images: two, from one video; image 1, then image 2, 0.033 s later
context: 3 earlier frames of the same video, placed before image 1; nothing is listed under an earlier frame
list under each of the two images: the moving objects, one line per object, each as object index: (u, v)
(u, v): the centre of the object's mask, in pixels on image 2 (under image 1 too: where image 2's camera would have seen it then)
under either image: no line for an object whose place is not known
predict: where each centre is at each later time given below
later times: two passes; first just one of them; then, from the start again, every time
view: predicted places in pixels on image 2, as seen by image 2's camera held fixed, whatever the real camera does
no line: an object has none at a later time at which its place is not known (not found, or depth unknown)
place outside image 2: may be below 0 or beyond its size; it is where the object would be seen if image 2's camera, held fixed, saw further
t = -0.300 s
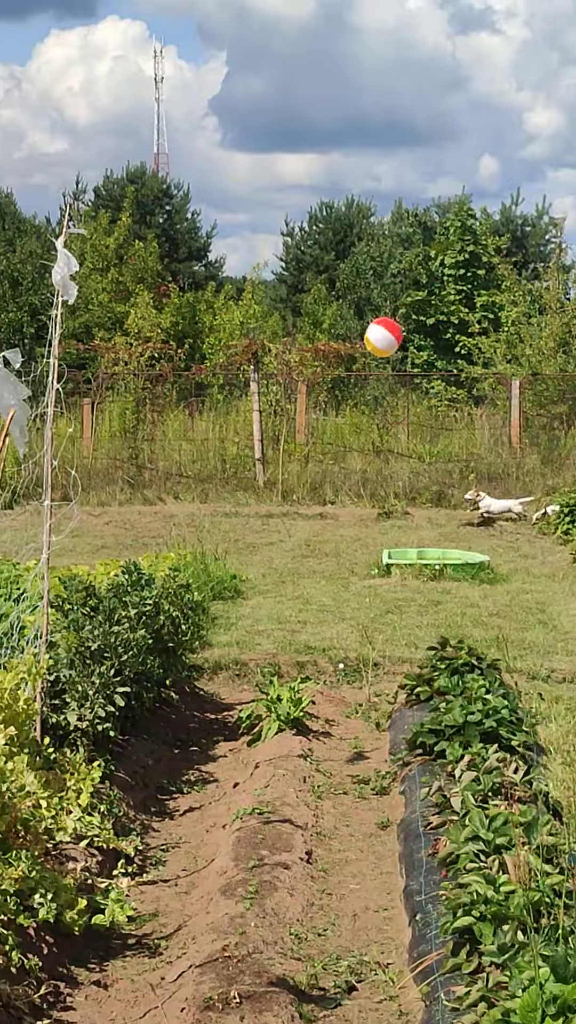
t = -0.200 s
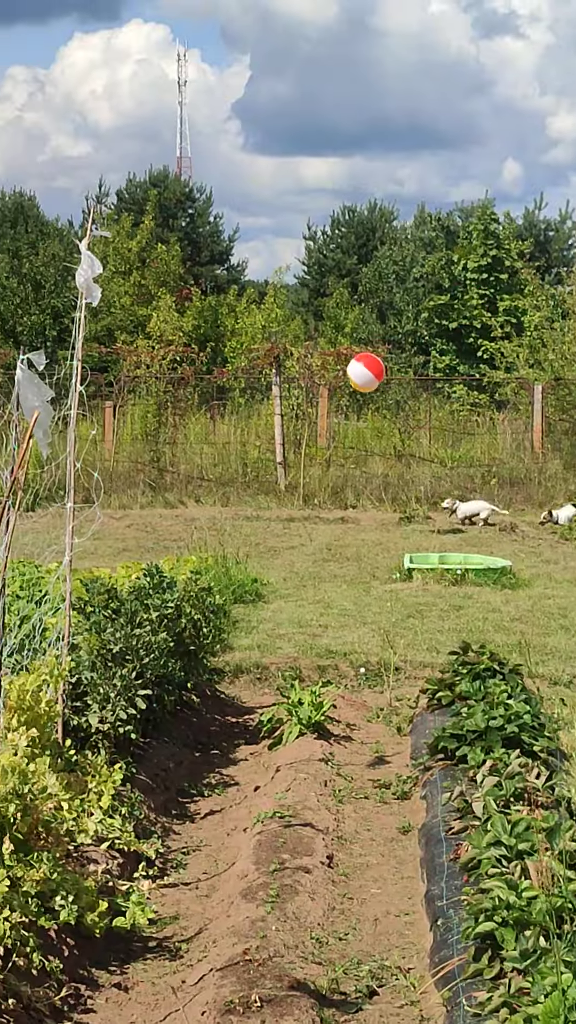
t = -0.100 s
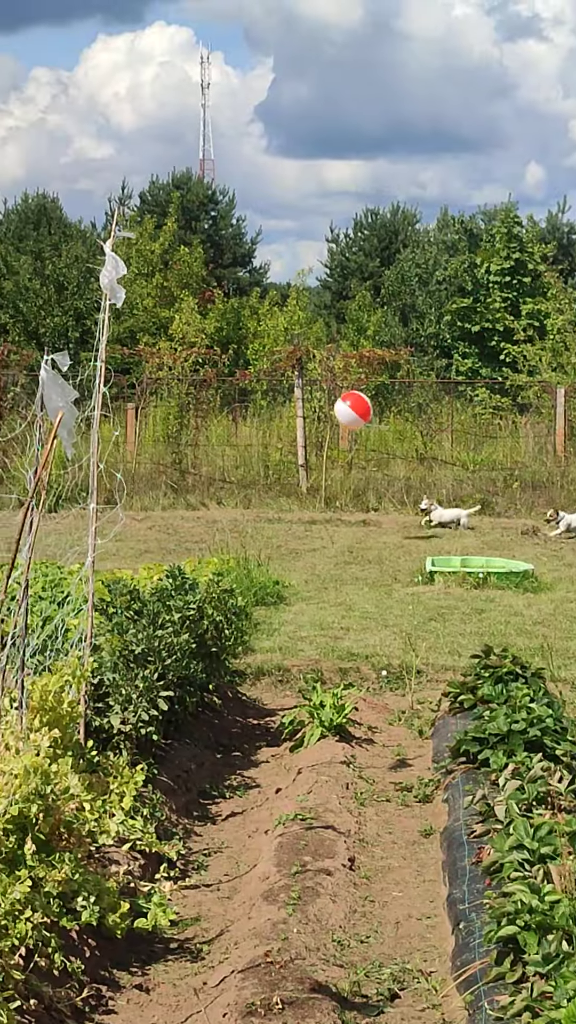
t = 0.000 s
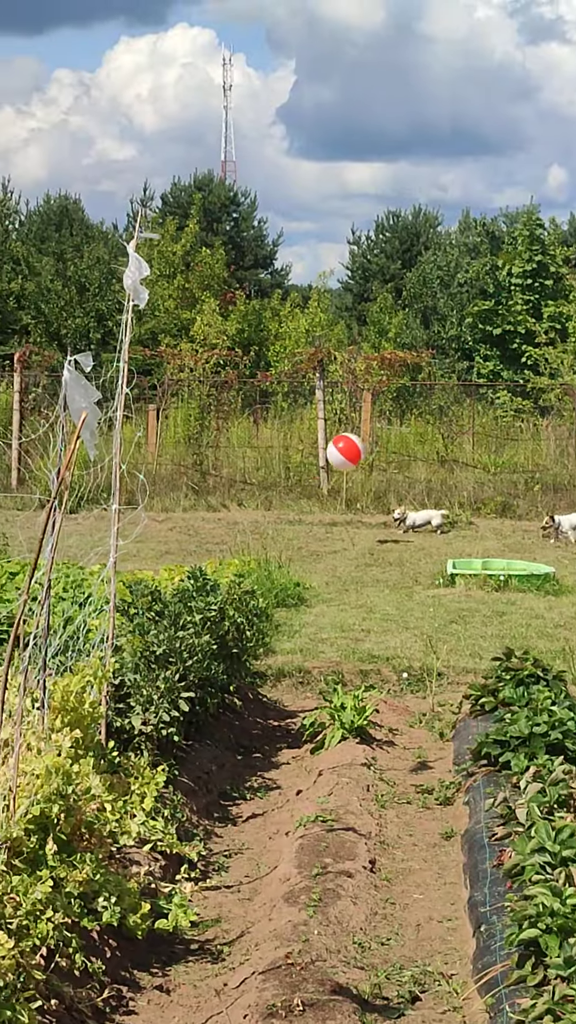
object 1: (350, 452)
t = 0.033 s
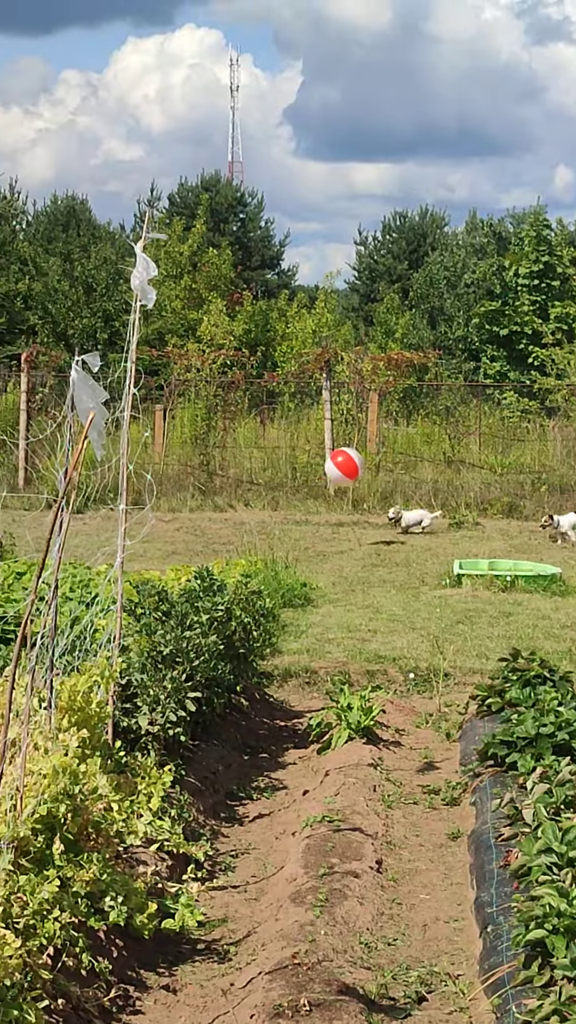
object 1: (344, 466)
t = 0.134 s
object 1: (328, 510)
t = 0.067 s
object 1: (339, 480)
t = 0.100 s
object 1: (334, 495)
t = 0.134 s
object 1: (328, 510)
